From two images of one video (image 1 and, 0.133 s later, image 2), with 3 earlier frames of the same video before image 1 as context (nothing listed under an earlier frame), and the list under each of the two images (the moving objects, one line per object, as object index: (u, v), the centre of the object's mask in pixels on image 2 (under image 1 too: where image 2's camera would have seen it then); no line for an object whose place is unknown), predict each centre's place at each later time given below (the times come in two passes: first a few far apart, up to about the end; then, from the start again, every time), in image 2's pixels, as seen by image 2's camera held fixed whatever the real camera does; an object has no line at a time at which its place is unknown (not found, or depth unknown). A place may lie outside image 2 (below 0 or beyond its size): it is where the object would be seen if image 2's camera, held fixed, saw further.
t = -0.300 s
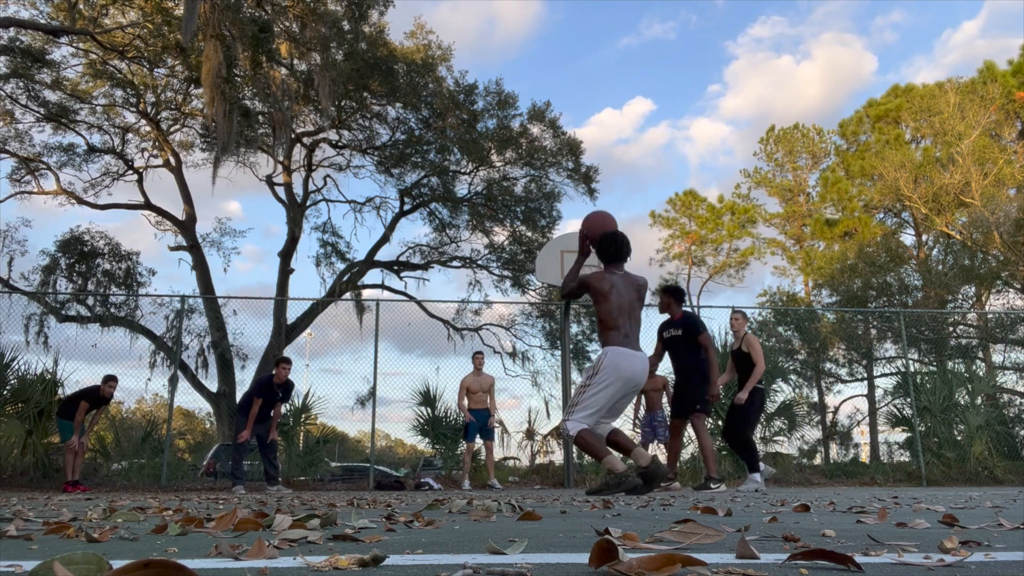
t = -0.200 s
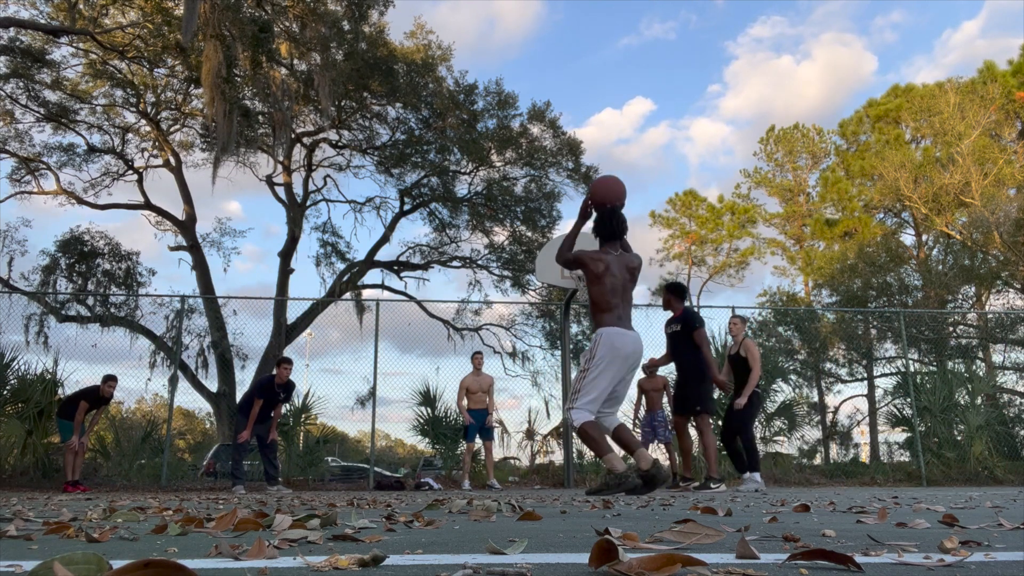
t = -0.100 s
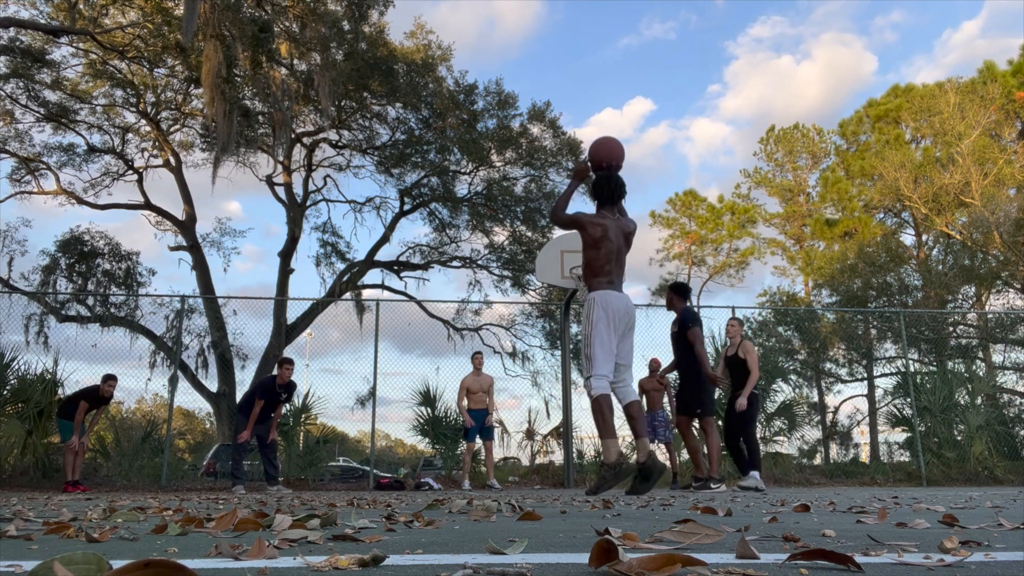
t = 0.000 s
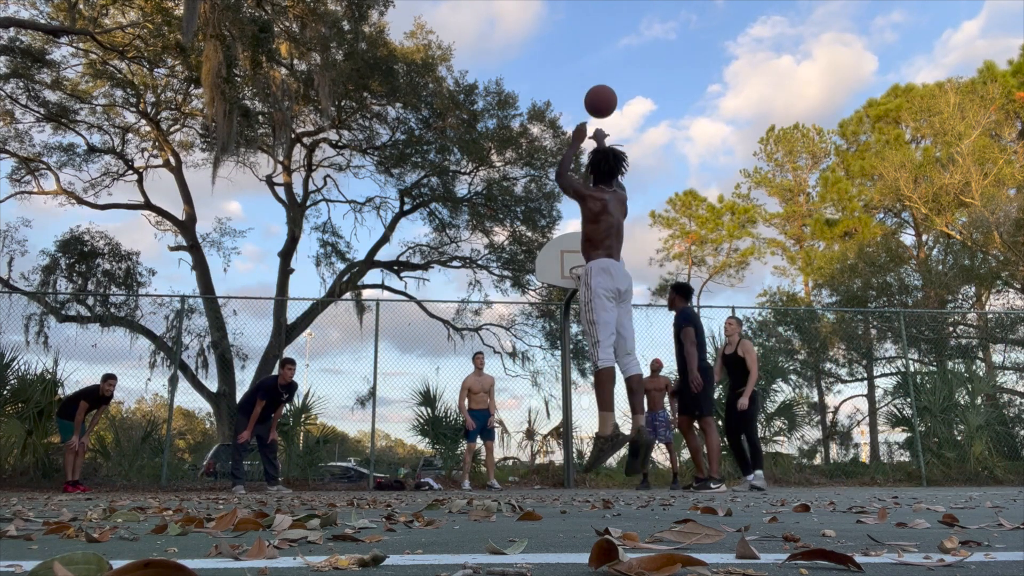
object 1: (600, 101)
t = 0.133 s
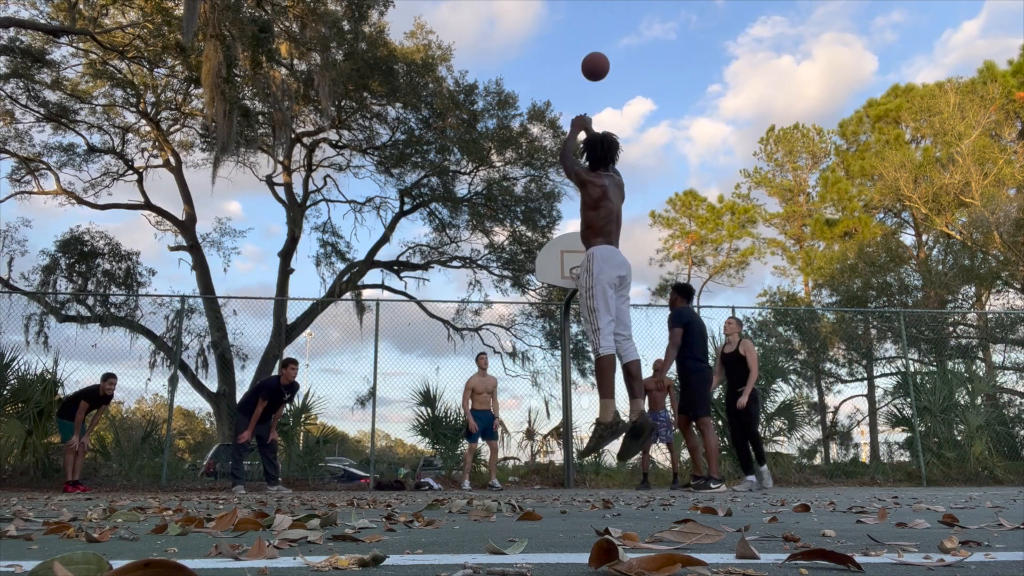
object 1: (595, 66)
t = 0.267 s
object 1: (593, 56)
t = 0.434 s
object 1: (593, 66)
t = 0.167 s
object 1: (595, 62)
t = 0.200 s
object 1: (594, 59)
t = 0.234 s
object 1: (594, 56)
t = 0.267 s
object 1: (593, 56)
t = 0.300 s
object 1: (593, 56)
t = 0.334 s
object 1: (593, 57)
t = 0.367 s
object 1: (593, 59)
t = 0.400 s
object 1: (592, 62)
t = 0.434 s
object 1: (593, 66)
